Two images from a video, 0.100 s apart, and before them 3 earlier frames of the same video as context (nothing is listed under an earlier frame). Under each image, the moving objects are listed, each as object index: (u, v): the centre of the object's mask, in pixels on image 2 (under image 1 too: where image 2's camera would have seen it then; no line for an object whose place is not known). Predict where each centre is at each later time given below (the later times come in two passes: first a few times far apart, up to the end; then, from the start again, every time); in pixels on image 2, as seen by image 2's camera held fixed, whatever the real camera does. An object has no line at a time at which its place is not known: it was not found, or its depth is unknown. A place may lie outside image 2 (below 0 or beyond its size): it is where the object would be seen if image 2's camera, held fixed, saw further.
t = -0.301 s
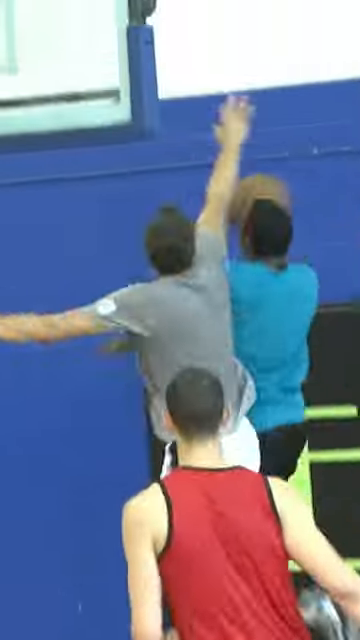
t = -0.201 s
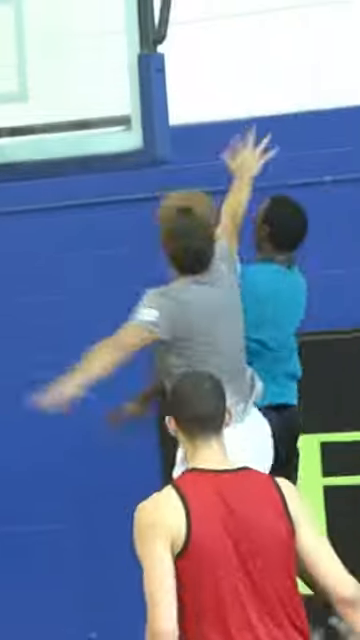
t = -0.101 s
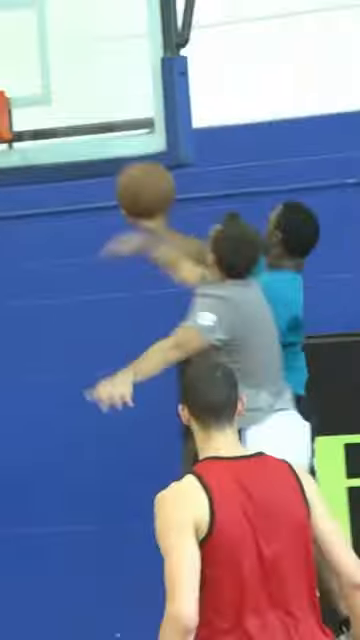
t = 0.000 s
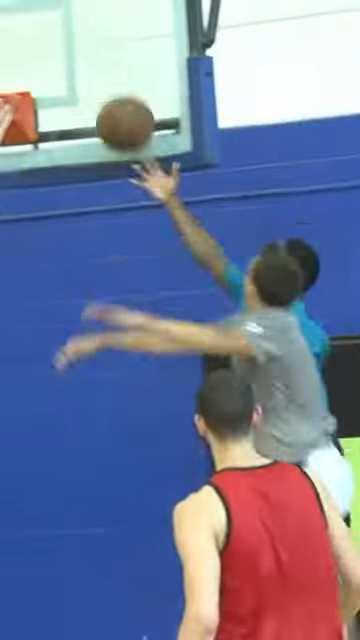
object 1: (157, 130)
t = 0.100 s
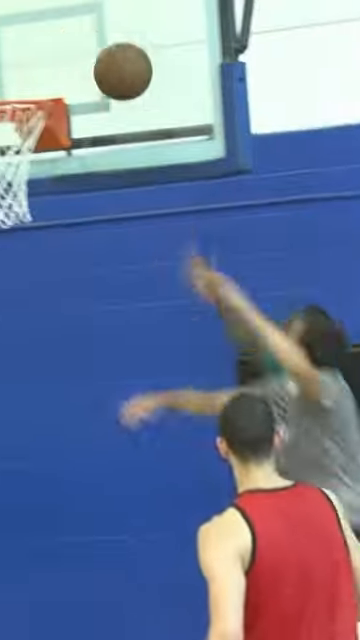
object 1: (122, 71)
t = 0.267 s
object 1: (55, 57)
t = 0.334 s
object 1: (29, 69)
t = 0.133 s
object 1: (109, 63)
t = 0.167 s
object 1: (95, 58)
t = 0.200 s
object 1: (81, 55)
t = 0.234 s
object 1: (68, 55)
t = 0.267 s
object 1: (55, 57)
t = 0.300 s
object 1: (41, 62)
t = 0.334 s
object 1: (29, 69)
